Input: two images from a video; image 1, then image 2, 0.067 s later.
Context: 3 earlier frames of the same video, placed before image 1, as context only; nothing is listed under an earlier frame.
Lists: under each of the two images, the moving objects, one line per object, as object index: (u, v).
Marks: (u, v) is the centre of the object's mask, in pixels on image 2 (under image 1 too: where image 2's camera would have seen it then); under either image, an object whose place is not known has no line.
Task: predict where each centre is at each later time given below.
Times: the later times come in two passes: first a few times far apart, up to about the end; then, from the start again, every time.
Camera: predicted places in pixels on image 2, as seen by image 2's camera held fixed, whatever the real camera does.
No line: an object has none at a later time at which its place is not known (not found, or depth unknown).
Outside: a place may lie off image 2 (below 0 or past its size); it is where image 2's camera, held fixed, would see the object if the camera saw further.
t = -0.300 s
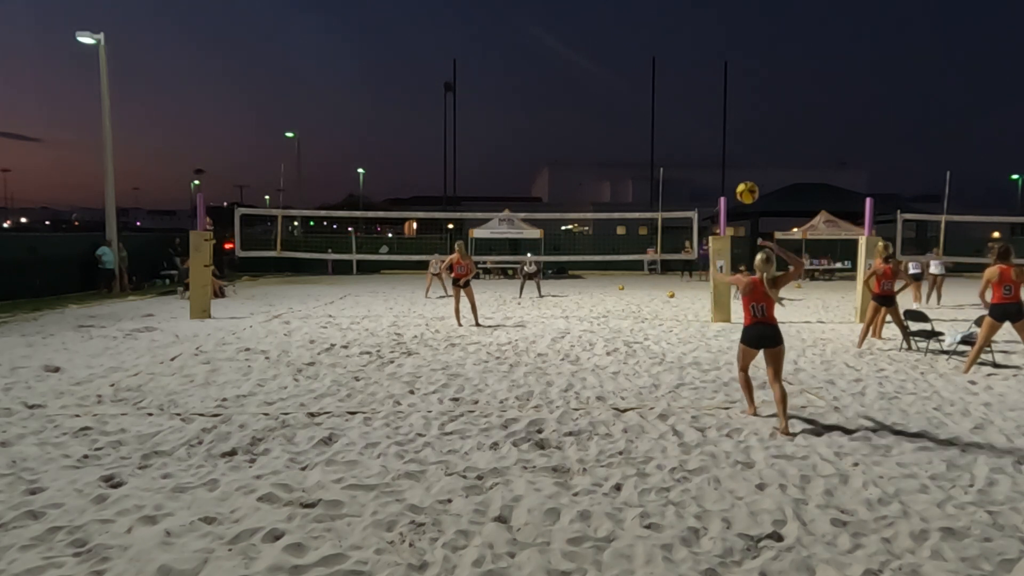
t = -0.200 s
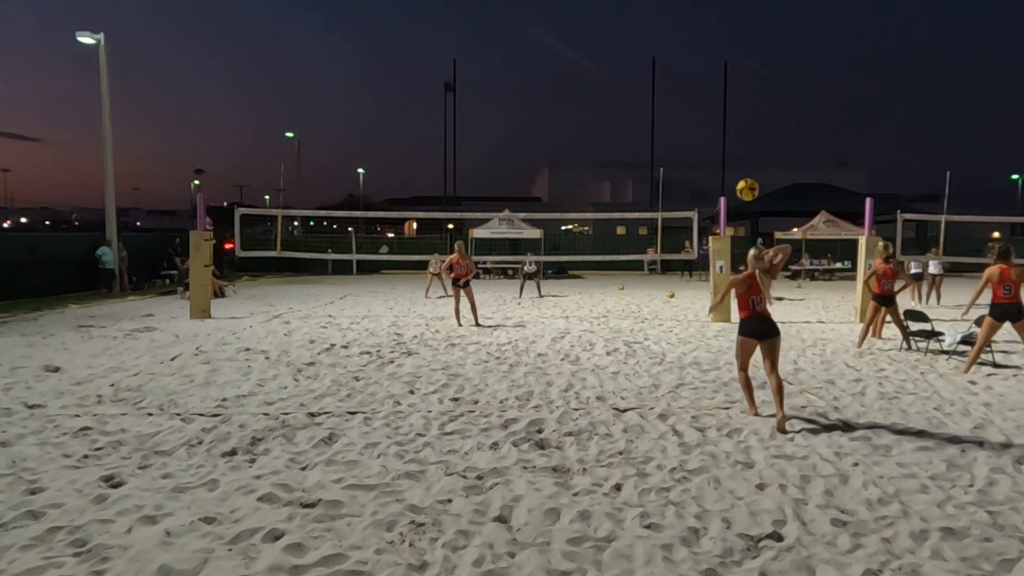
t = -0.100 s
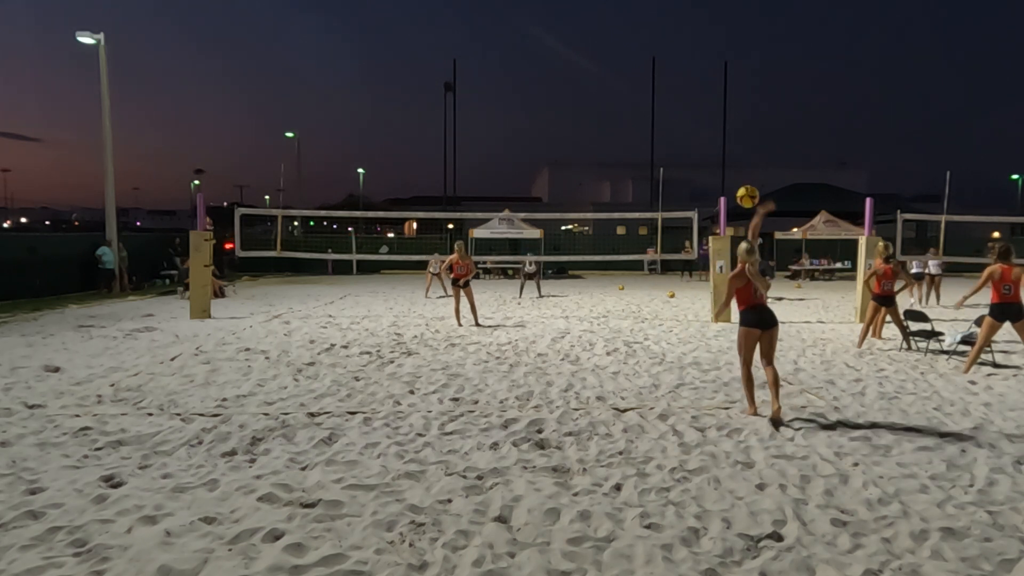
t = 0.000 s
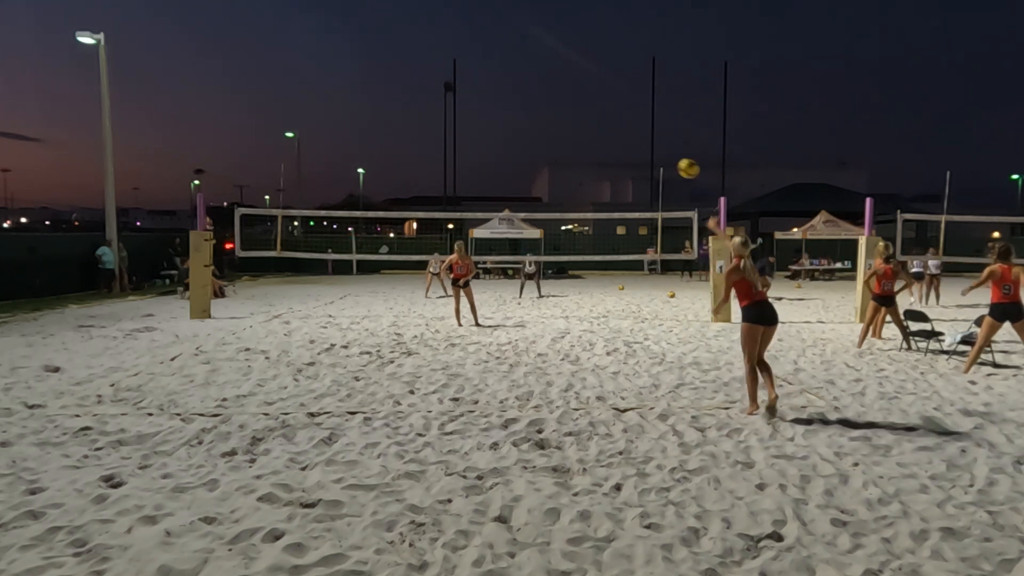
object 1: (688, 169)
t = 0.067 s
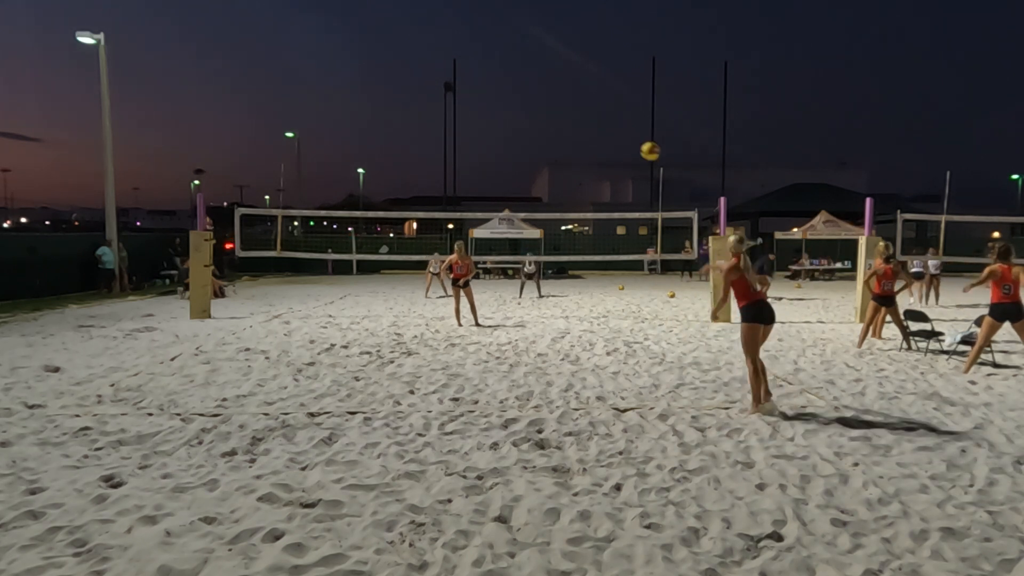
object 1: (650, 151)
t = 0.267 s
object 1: (569, 130)
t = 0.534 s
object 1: (506, 148)
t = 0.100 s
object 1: (633, 145)
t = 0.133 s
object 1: (618, 140)
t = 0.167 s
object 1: (604, 136)
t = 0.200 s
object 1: (592, 133)
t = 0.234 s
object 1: (580, 131)
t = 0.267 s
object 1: (569, 130)
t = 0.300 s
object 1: (559, 130)
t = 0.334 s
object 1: (550, 130)
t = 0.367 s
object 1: (541, 132)
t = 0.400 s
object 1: (533, 134)
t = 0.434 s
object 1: (526, 137)
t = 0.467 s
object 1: (518, 140)
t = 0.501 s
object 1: (512, 144)
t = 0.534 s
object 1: (506, 148)
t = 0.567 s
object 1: (500, 153)
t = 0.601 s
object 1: (494, 158)
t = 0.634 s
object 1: (489, 163)
